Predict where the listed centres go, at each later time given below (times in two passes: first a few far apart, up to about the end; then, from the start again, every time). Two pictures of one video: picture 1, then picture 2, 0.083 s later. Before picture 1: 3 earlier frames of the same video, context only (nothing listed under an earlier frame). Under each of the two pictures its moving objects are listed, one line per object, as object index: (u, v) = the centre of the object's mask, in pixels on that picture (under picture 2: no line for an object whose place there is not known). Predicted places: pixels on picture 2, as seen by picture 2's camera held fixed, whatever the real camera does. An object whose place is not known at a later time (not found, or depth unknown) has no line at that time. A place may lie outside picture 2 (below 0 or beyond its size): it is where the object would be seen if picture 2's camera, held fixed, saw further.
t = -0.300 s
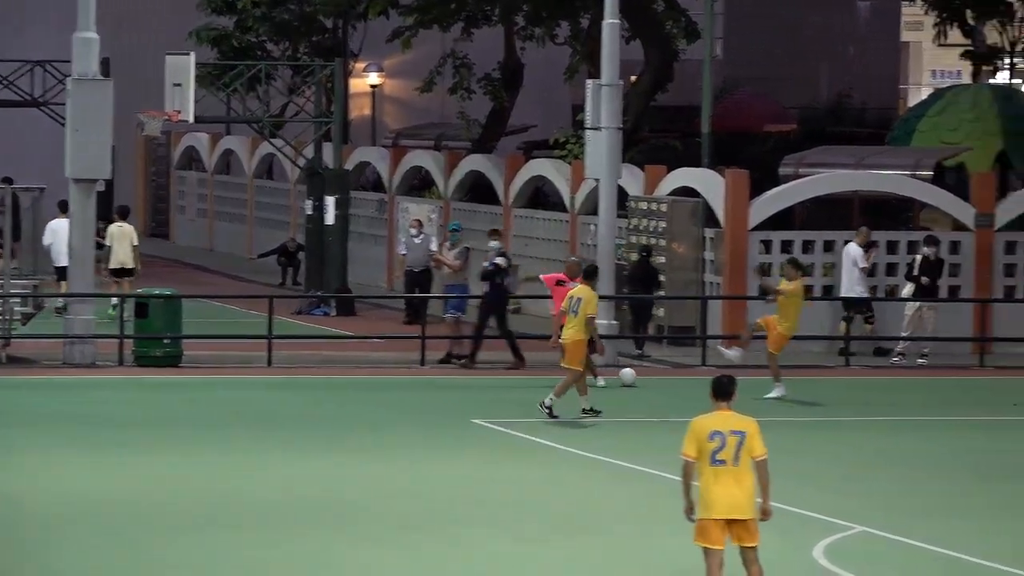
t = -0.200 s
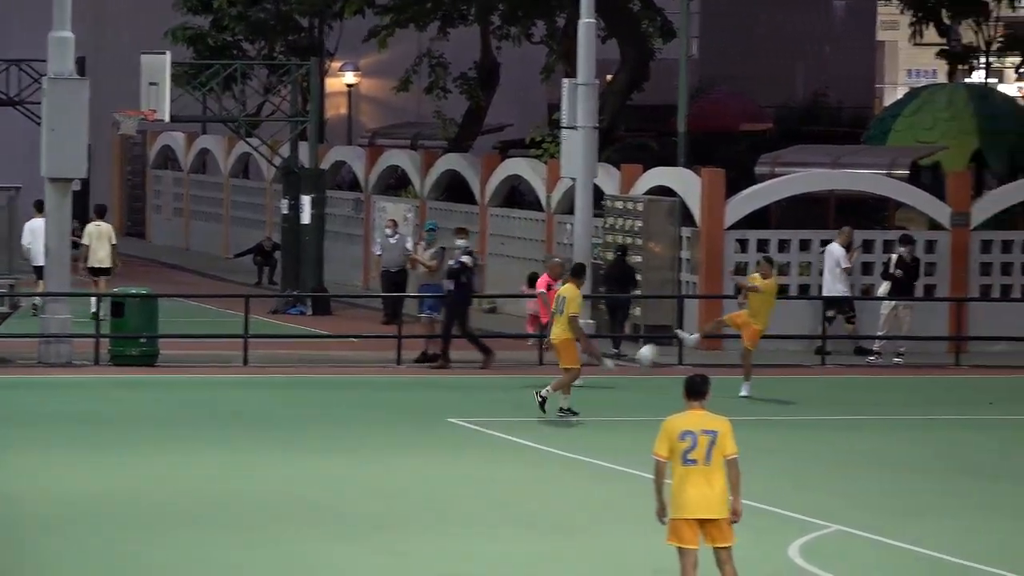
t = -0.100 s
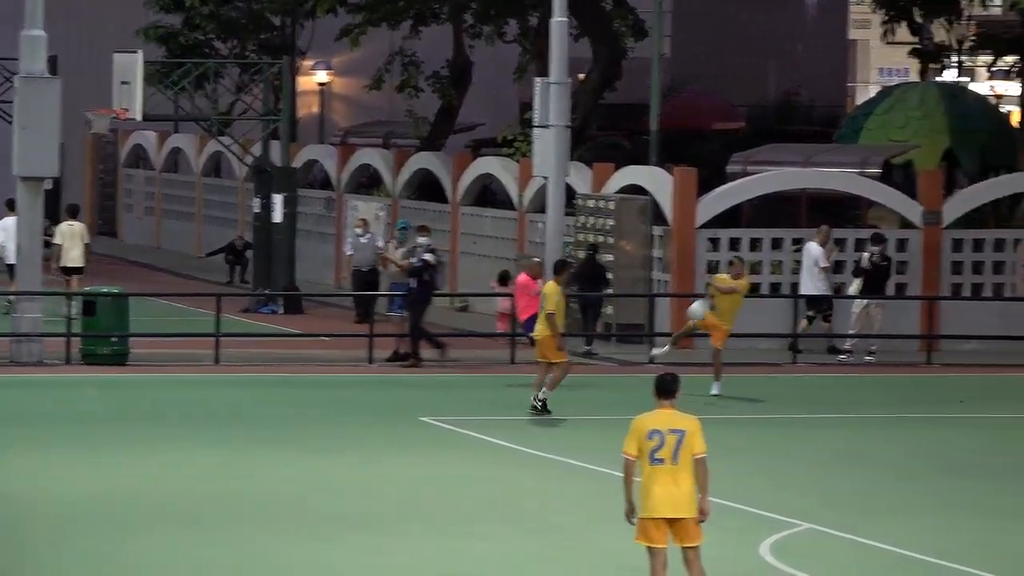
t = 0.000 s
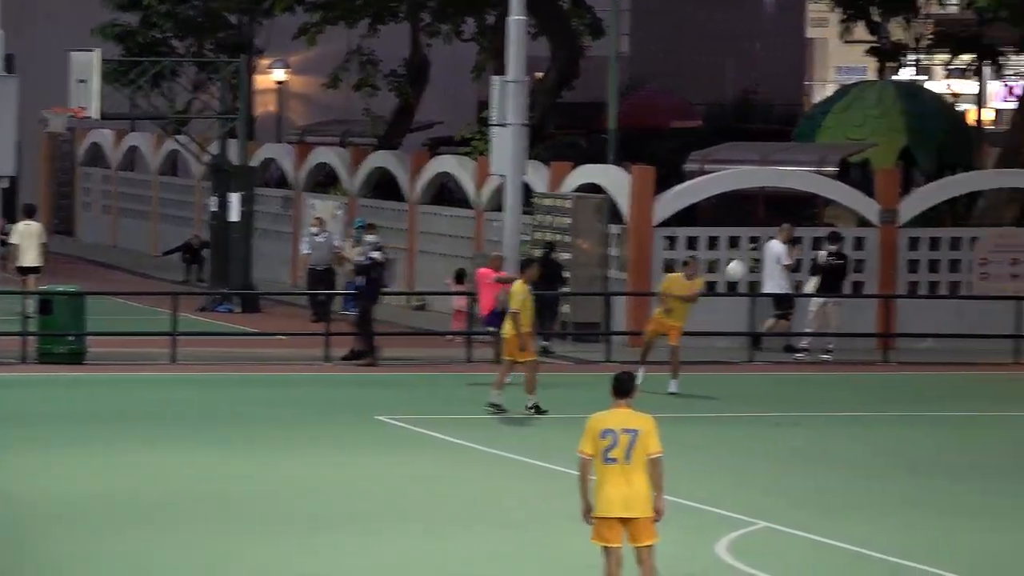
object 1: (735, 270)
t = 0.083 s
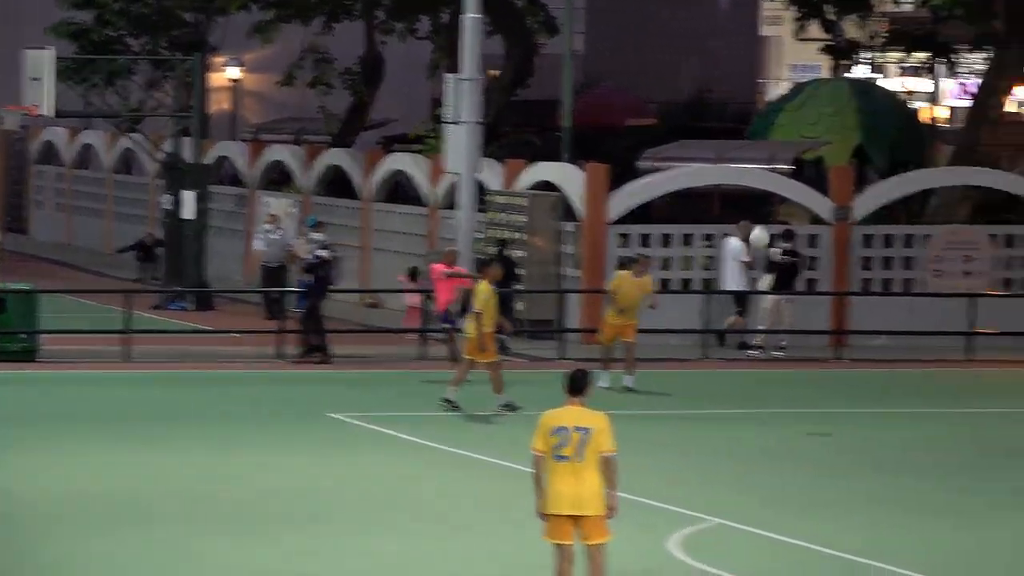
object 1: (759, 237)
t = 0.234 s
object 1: (896, 190)
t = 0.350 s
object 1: (1001, 159)
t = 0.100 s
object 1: (773, 231)
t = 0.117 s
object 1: (788, 226)
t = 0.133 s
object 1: (803, 220)
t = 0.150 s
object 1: (819, 214)
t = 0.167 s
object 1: (834, 211)
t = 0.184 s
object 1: (849, 206)
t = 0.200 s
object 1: (864, 201)
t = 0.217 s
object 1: (880, 195)
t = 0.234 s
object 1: (896, 190)
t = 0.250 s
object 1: (911, 186)
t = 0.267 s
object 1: (928, 181)
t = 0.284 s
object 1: (943, 177)
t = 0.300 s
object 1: (959, 172)
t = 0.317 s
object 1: (975, 166)
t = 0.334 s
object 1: (994, 162)
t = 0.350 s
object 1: (1001, 159)
